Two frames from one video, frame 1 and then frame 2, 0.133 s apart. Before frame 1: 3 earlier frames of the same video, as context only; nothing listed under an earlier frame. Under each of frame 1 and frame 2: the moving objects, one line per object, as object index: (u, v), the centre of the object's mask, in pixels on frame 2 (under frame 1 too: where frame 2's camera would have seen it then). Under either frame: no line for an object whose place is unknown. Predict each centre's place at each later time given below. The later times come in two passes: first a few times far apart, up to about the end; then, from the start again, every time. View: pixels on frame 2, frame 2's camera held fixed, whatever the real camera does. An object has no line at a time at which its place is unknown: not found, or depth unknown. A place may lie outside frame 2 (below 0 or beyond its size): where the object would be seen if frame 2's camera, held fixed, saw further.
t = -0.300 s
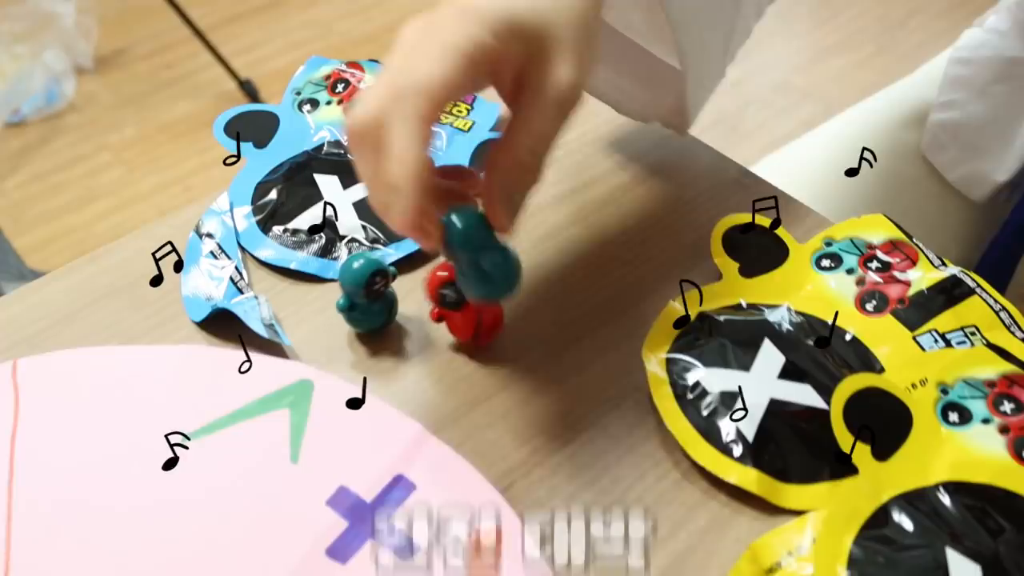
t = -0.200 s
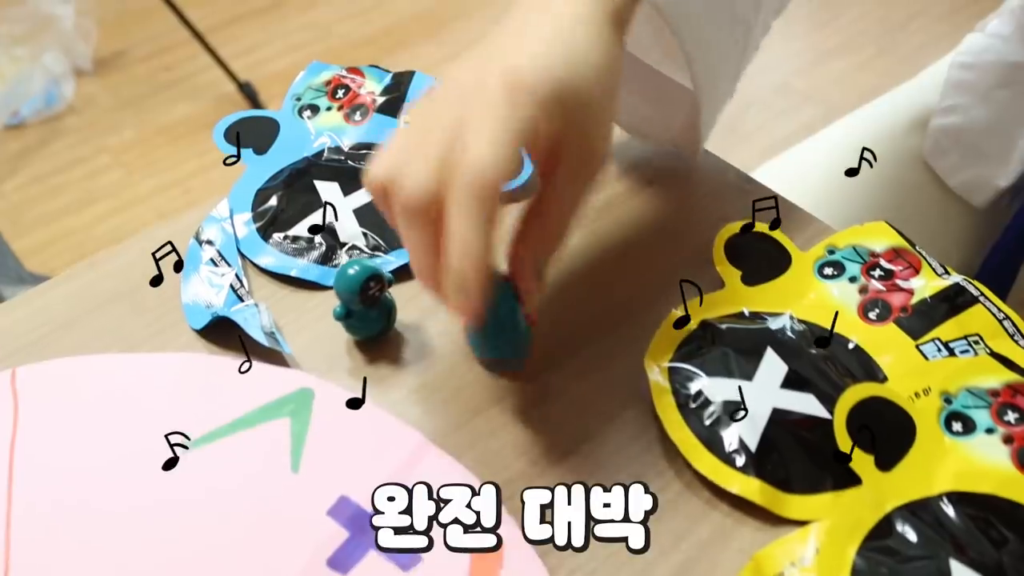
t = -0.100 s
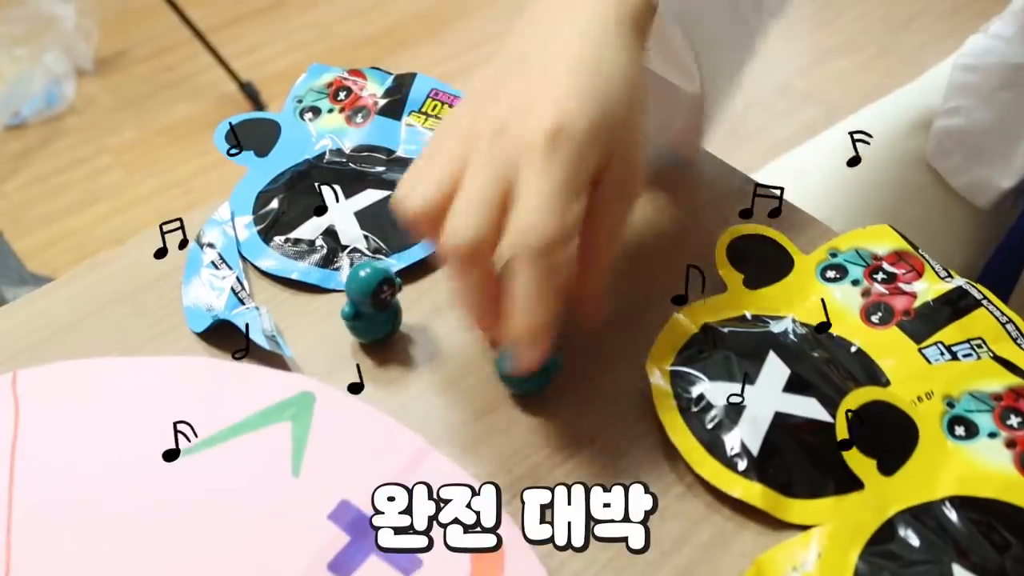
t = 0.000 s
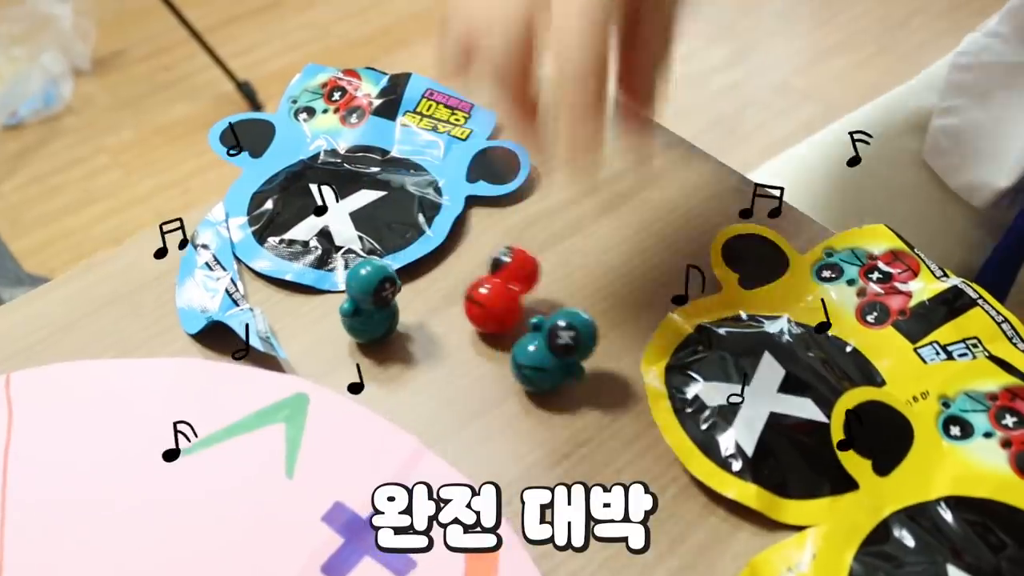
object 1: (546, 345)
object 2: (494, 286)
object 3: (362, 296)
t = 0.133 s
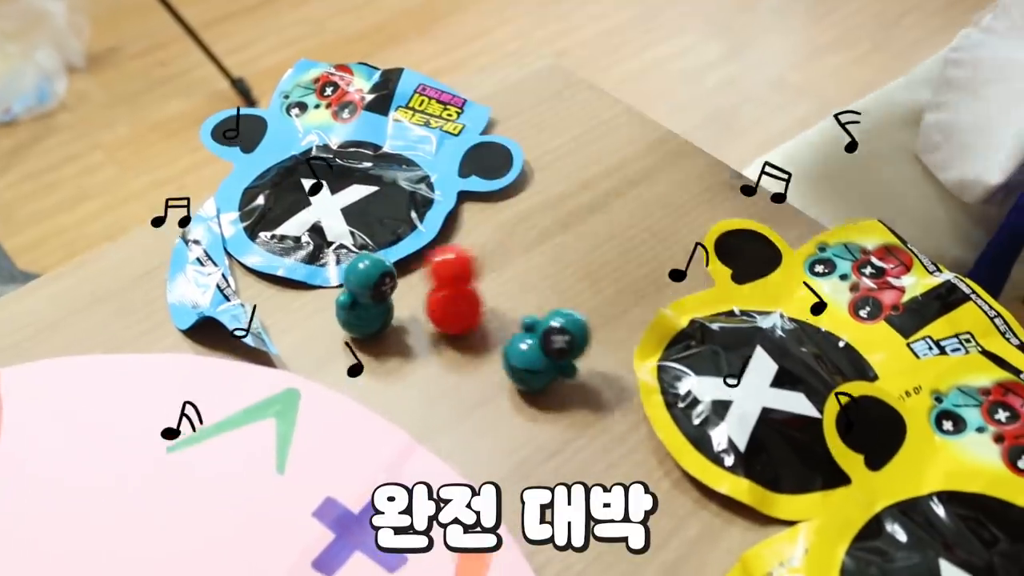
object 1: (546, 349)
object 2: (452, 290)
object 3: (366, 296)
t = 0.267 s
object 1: (504, 355)
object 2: (430, 322)
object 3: (352, 297)
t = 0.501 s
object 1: (503, 360)
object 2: (460, 305)
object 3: (347, 298)
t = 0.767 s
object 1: (525, 351)
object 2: (466, 302)
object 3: (374, 299)
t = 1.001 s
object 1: (486, 367)
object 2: (424, 314)
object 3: (341, 301)
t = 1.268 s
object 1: (520, 357)
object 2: (464, 312)
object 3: (348, 300)
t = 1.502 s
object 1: (500, 364)
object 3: (351, 300)
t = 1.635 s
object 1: (488, 356)
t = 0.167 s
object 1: (539, 350)
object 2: (440, 296)
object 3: (367, 297)
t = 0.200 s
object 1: (529, 351)
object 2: (432, 305)
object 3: (365, 296)
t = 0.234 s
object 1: (517, 352)
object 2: (430, 314)
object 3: (358, 296)
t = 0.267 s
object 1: (504, 355)
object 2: (430, 322)
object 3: (352, 297)
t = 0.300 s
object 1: (491, 357)
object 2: (430, 326)
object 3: (346, 299)
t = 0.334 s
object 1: (484, 358)
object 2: (429, 326)
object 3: (341, 300)
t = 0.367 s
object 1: (484, 361)
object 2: (429, 322)
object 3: (338, 301)
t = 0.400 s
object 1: (486, 363)
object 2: (432, 317)
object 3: (337, 300)
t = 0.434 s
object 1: (491, 363)
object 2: (439, 312)
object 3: (338, 300)
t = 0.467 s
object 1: (497, 362)
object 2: (448, 308)
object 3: (342, 299)
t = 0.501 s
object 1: (503, 360)
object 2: (460, 305)
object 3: (347, 298)
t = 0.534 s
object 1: (508, 359)
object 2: (471, 305)
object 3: (353, 298)
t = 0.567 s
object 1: (516, 357)
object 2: (481, 308)
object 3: (360, 298)
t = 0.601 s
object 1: (522, 355)
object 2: (487, 312)
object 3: (366, 297)
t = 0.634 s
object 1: (527, 353)
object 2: (488, 315)
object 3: (372, 297)
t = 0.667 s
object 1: (529, 352)
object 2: (487, 313)
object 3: (375, 297)
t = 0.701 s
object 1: (530, 352)
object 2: (482, 309)
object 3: (377, 297)
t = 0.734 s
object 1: (529, 351)
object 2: (475, 305)
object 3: (376, 298)
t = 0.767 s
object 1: (525, 351)
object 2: (466, 302)
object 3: (374, 299)
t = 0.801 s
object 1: (519, 351)
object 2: (456, 299)
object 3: (369, 299)
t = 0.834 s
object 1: (512, 352)
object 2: (446, 299)
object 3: (364, 298)
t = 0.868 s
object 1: (505, 354)
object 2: (436, 301)
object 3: (358, 296)
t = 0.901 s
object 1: (499, 358)
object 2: (429, 304)
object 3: (352, 296)
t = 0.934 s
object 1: (493, 362)
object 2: (425, 308)
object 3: (346, 296)
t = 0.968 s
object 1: (489, 365)
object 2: (423, 311)
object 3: (343, 298)
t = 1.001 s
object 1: (486, 367)
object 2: (424, 314)
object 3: (341, 301)
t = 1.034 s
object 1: (486, 368)
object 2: (429, 316)
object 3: (340, 303)
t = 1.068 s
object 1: (486, 367)
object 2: (435, 317)
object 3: (342, 304)
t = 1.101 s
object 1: (489, 365)
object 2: (442, 319)
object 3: (346, 305)
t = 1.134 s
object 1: (493, 362)
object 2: (449, 321)
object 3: (351, 306)
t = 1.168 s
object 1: (501, 360)
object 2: (455, 321)
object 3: (354, 305)
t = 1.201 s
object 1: (508, 358)
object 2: (460, 319)
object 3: (354, 304)
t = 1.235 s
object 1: (514, 357)
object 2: (464, 316)
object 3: (351, 303)
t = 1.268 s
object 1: (520, 357)
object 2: (464, 312)
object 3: (348, 300)
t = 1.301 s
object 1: (523, 357)
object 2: (462, 308)
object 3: (345, 297)
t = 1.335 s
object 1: (524, 357)
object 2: (461, 305)
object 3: (344, 295)
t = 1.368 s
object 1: (523, 358)
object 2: (463, 304)
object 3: (342, 295)
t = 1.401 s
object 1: (519, 358)
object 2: (466, 307)
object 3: (342, 295)
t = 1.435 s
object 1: (514, 360)
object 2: (469, 310)
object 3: (344, 296)
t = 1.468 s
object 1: (507, 362)
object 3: (347, 299)
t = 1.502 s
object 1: (500, 364)
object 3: (351, 300)
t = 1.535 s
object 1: (494, 365)
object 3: (356, 302)
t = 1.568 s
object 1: (491, 364)
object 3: (359, 301)
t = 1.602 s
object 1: (489, 361)
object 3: (361, 298)
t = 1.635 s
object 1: (488, 356)
